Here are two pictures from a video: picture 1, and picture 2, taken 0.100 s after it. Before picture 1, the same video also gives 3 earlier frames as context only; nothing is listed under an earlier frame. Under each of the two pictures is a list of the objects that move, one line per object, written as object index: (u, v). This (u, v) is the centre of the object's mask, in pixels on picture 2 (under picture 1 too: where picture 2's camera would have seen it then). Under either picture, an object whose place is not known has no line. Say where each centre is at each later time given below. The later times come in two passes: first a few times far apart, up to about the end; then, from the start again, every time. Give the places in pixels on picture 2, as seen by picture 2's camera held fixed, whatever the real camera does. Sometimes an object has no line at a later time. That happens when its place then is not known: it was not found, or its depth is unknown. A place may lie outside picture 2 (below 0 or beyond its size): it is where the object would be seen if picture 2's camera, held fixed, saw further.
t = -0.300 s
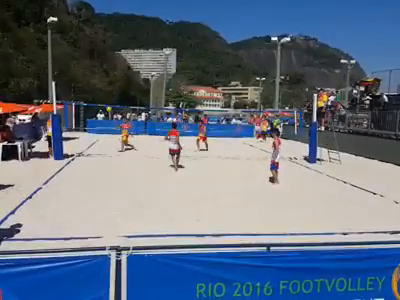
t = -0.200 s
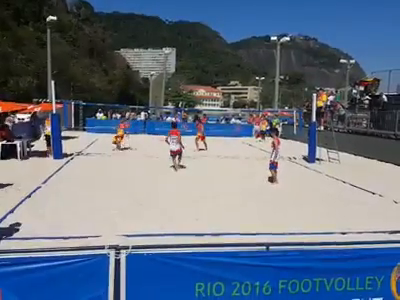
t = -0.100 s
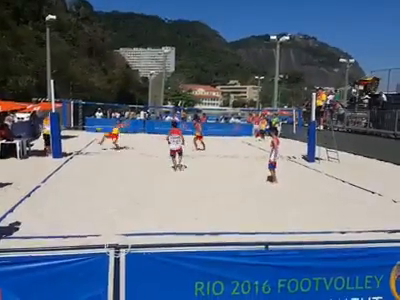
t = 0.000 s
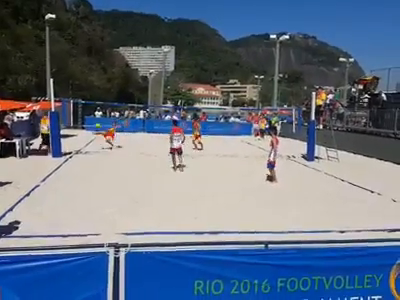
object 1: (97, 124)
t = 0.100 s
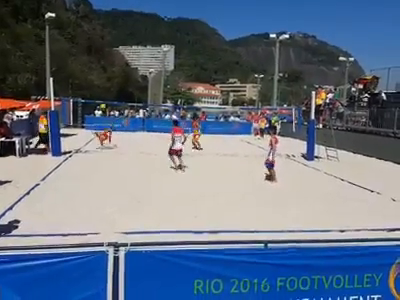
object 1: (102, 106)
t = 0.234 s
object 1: (110, 83)
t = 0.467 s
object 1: (127, 49)
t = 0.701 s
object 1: (148, 24)
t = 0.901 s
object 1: (170, 14)
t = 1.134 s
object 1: (201, 20)
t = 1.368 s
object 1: (238, 52)
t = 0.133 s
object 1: (104, 99)
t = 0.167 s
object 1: (106, 94)
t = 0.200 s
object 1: (108, 89)
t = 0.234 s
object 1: (110, 83)
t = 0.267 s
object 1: (112, 77)
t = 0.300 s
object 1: (114, 72)
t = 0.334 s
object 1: (117, 67)
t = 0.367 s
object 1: (119, 62)
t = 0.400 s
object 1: (122, 58)
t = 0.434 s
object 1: (124, 53)
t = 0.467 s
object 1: (127, 49)
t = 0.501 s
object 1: (130, 44)
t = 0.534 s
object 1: (133, 41)
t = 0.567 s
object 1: (135, 37)
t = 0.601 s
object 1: (139, 34)
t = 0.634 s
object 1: (142, 30)
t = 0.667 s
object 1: (145, 27)
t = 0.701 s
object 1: (148, 24)
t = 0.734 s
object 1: (152, 21)
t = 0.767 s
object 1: (155, 19)
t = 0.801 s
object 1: (159, 18)
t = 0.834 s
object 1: (163, 16)
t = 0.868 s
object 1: (166, 15)
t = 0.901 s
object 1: (170, 14)
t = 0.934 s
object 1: (174, 14)
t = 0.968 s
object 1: (178, 14)
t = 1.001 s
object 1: (182, 14)
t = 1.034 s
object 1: (186, 14)
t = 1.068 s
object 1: (190, 15)
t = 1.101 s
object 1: (196, 18)
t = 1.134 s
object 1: (201, 20)
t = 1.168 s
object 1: (205, 23)
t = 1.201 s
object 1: (211, 26)
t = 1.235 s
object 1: (216, 30)
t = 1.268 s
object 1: (221, 35)
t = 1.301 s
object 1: (226, 39)
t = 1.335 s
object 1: (232, 45)
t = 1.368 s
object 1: (238, 52)
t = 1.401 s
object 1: (244, 59)
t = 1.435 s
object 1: (250, 67)
